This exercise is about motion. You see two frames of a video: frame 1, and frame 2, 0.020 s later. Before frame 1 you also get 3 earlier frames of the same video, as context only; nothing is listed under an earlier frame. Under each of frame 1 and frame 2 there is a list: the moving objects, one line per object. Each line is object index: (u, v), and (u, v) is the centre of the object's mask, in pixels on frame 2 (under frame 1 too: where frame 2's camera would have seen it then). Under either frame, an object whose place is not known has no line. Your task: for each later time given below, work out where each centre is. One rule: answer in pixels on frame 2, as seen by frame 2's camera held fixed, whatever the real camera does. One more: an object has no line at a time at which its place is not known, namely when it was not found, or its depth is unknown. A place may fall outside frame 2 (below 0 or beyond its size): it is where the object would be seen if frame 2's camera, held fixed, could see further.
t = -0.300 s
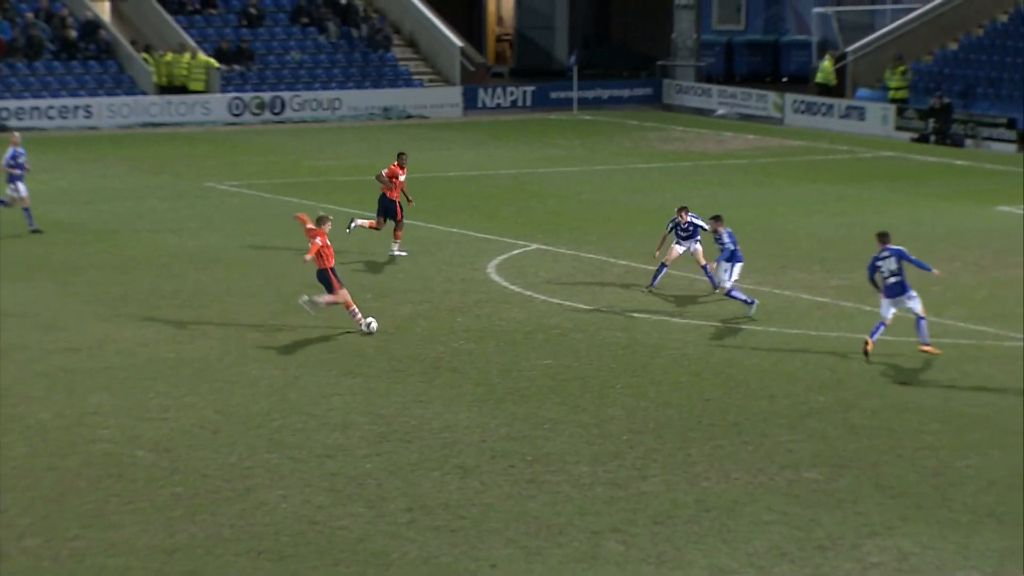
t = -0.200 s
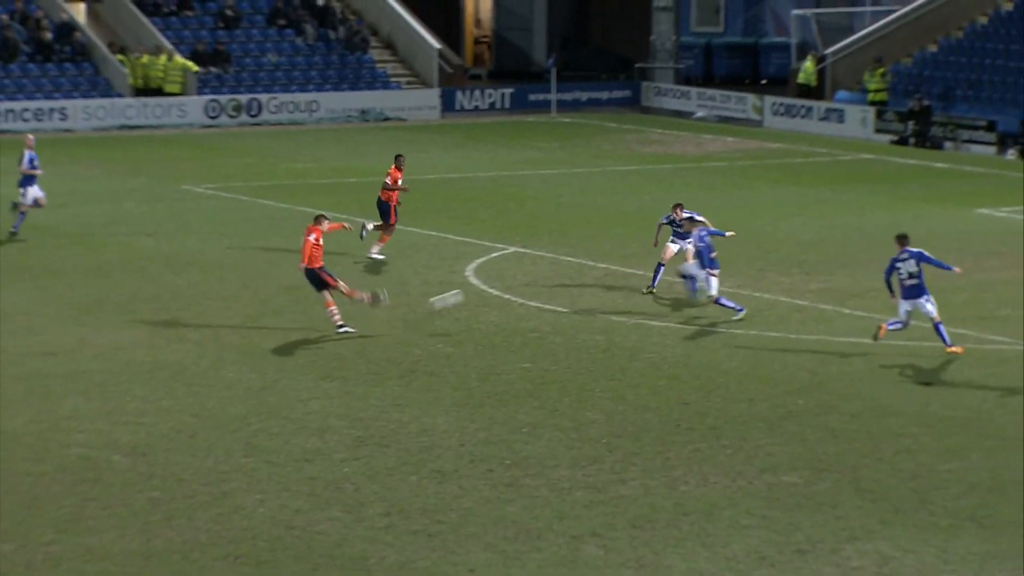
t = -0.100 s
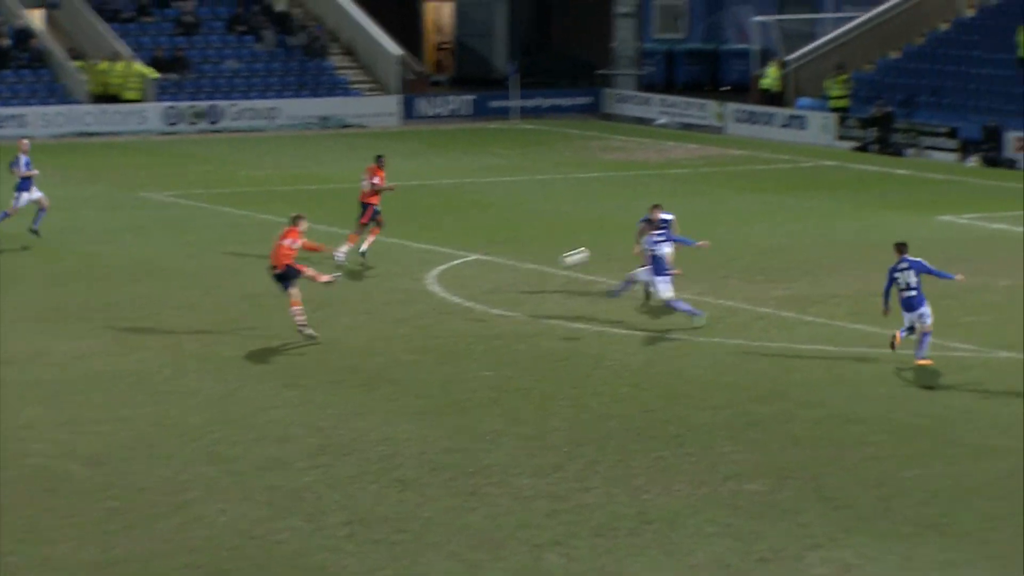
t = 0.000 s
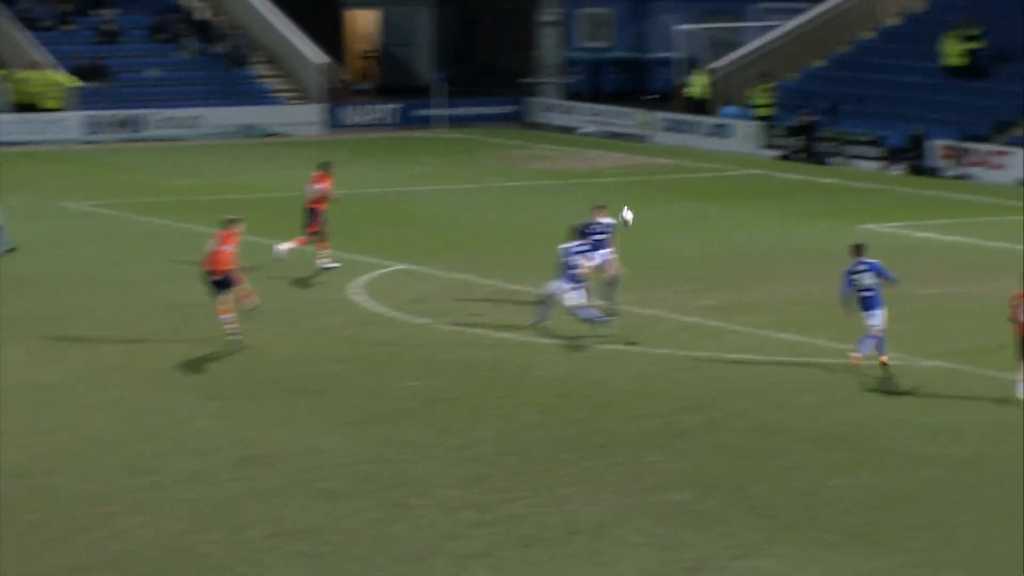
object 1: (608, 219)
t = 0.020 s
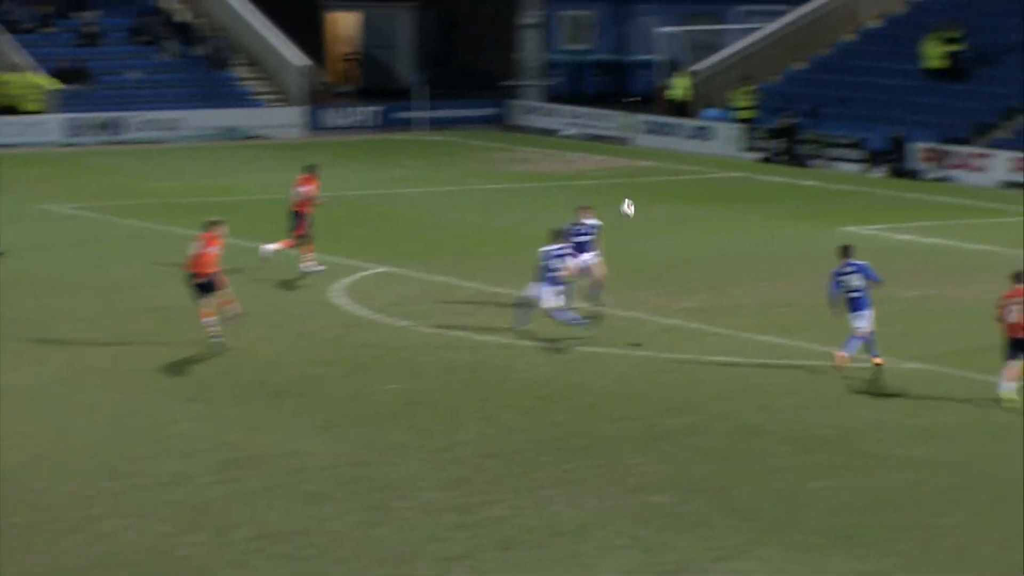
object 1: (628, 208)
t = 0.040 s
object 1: (645, 200)
